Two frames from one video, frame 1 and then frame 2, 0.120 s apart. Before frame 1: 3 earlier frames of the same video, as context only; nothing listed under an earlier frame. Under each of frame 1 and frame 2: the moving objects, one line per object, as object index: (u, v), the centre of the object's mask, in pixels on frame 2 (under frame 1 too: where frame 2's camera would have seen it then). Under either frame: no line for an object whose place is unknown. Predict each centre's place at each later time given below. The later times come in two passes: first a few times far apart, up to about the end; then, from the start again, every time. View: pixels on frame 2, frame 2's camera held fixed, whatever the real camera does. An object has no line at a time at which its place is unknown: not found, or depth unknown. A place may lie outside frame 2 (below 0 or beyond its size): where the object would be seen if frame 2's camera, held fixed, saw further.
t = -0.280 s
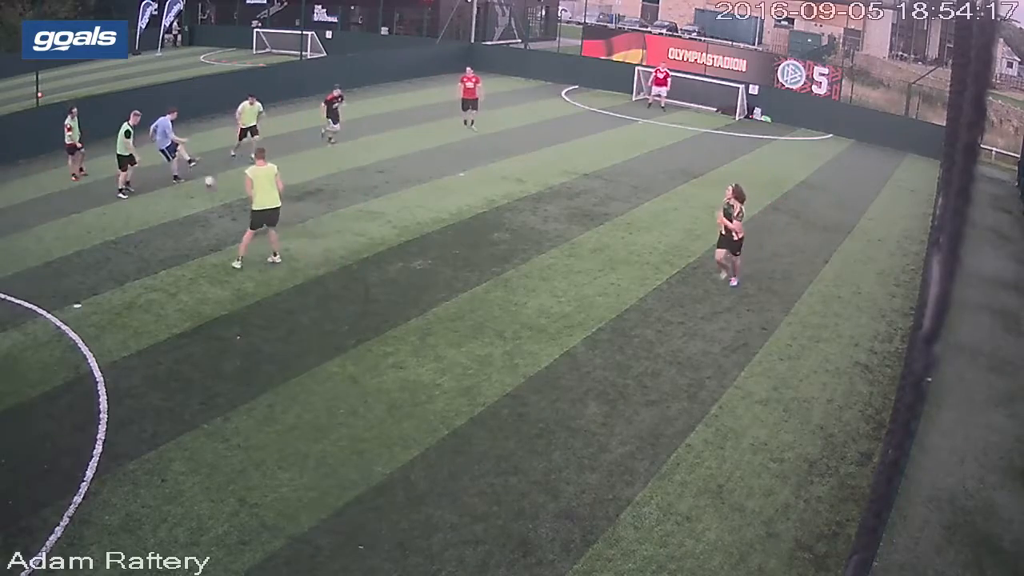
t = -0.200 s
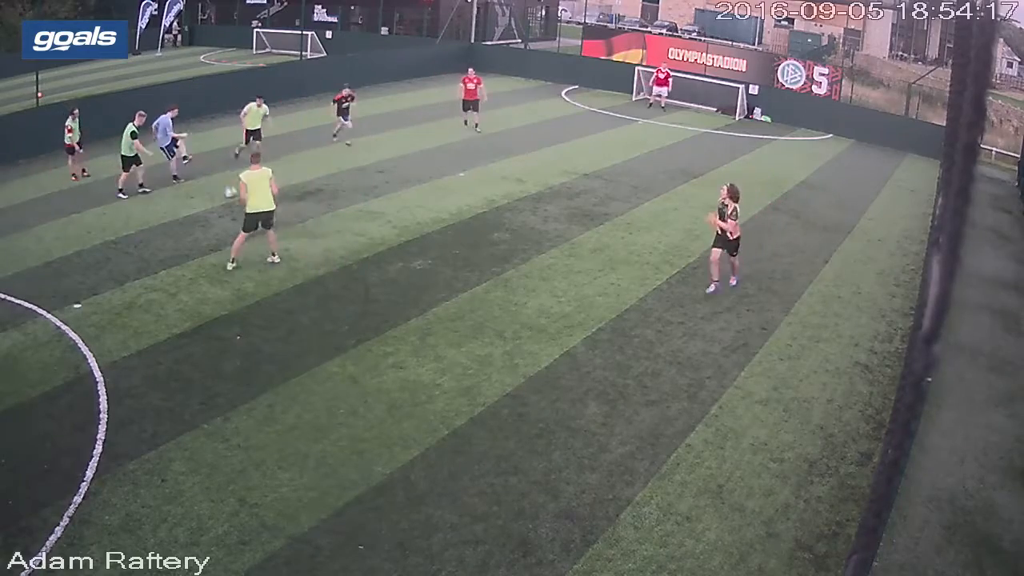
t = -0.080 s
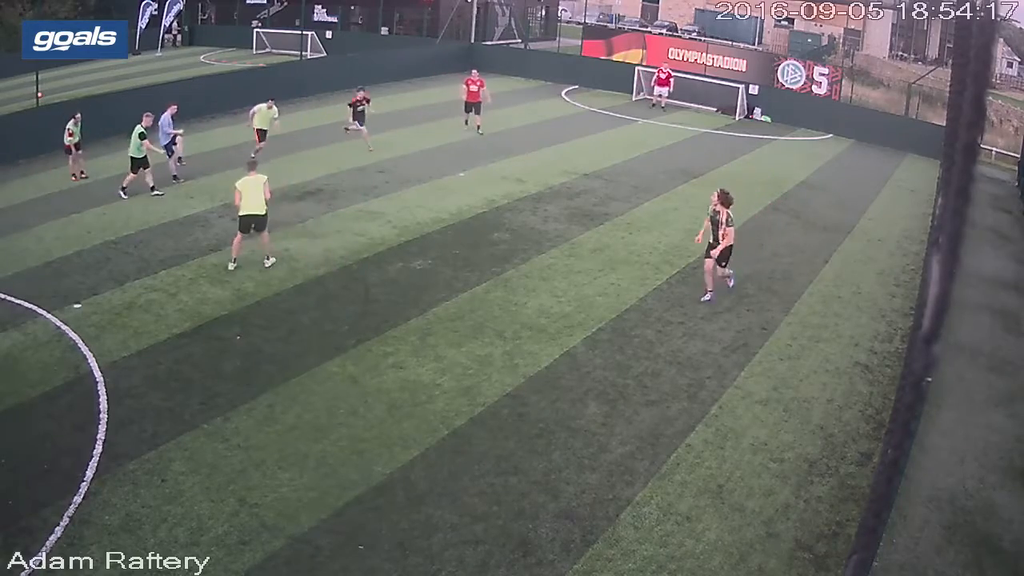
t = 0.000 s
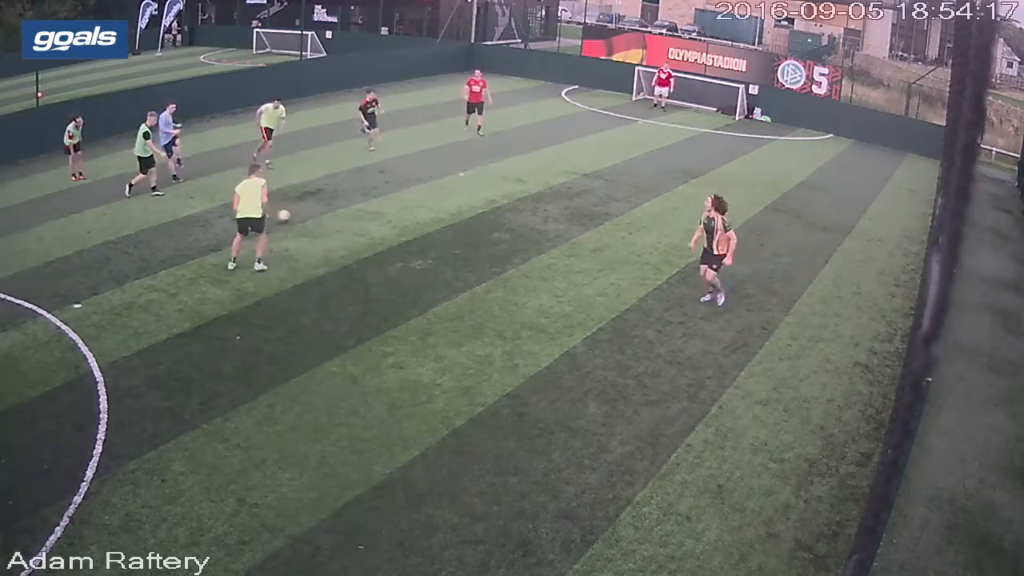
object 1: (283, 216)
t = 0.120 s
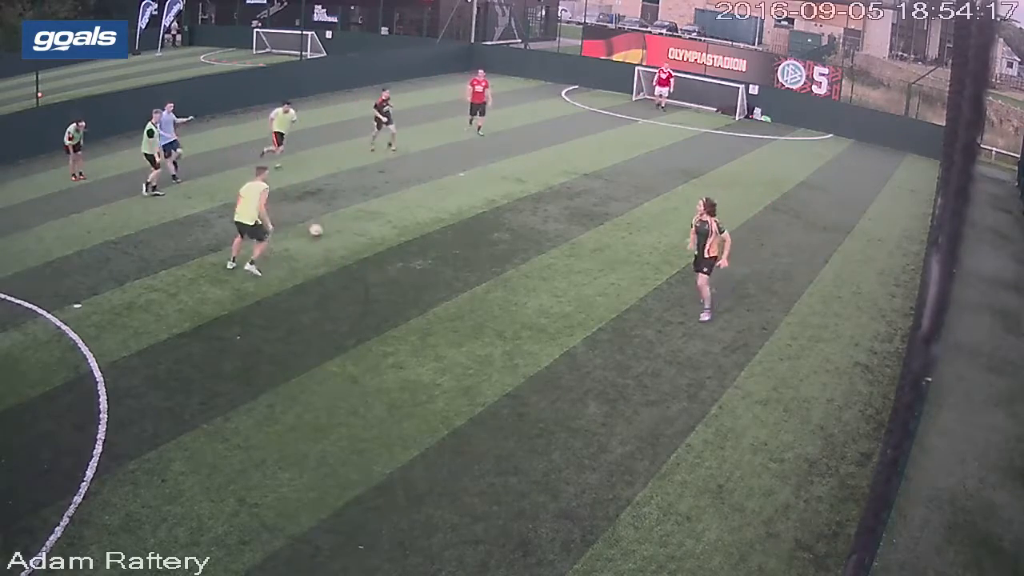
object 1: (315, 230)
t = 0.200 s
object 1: (338, 243)
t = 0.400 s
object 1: (392, 268)
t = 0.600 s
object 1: (452, 299)
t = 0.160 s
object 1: (326, 236)
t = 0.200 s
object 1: (338, 243)
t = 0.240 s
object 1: (349, 247)
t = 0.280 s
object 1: (359, 252)
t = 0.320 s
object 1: (370, 258)
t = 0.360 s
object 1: (381, 264)
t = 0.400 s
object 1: (392, 268)
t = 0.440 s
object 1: (404, 274)
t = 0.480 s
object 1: (416, 281)
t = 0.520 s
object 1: (428, 287)
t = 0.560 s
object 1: (439, 292)
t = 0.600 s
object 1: (452, 299)
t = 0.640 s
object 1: (465, 305)
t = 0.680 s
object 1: (479, 310)
